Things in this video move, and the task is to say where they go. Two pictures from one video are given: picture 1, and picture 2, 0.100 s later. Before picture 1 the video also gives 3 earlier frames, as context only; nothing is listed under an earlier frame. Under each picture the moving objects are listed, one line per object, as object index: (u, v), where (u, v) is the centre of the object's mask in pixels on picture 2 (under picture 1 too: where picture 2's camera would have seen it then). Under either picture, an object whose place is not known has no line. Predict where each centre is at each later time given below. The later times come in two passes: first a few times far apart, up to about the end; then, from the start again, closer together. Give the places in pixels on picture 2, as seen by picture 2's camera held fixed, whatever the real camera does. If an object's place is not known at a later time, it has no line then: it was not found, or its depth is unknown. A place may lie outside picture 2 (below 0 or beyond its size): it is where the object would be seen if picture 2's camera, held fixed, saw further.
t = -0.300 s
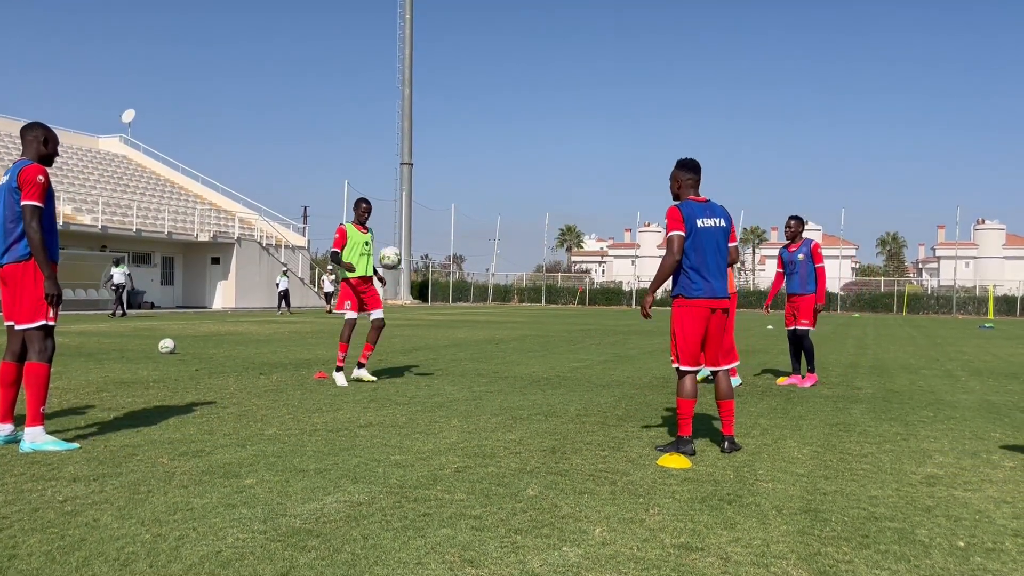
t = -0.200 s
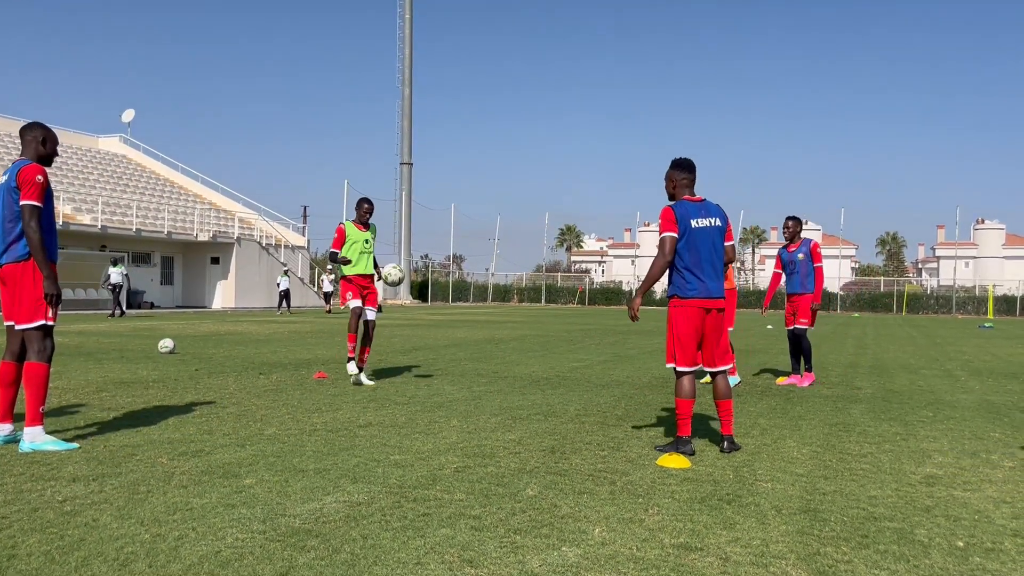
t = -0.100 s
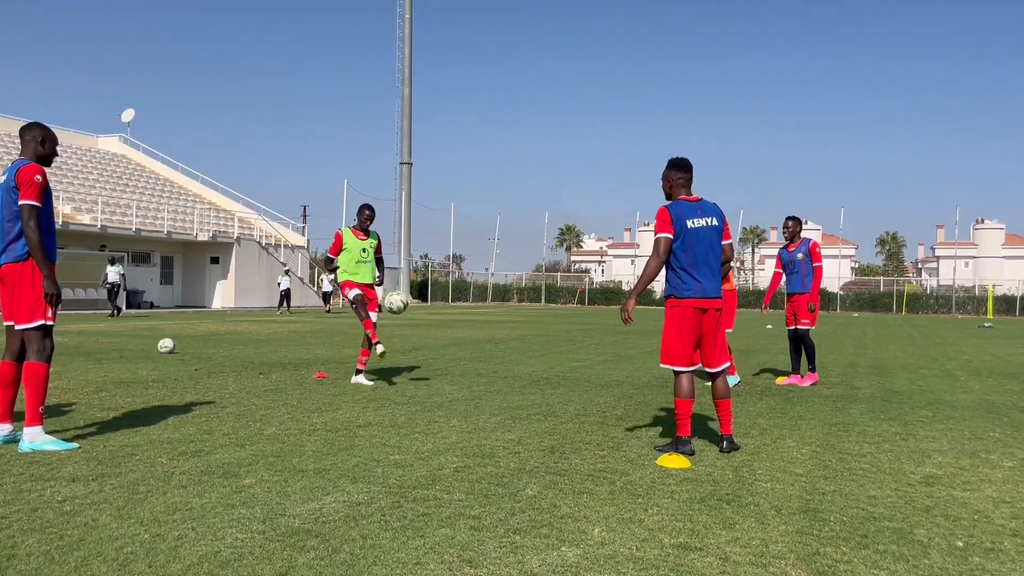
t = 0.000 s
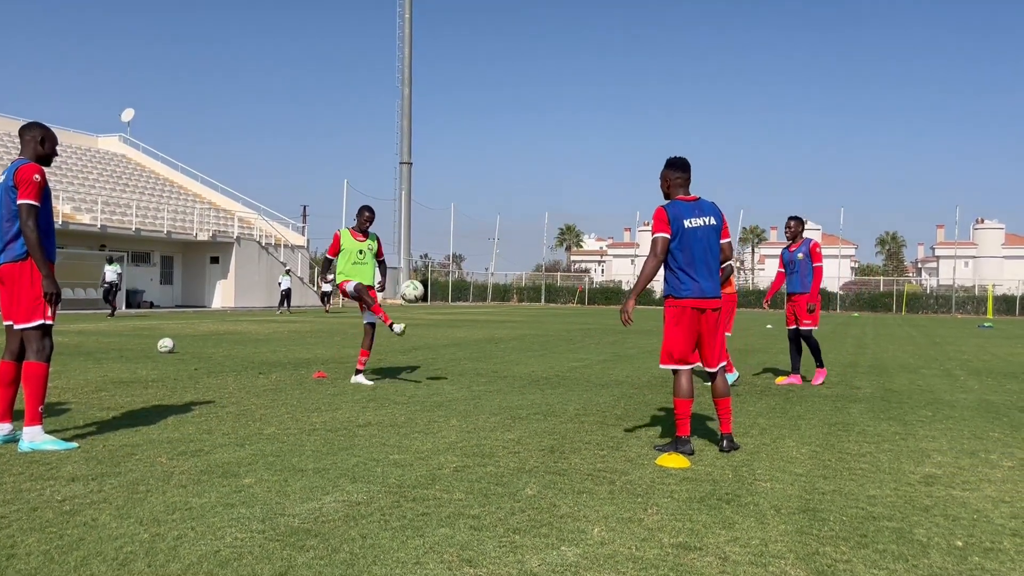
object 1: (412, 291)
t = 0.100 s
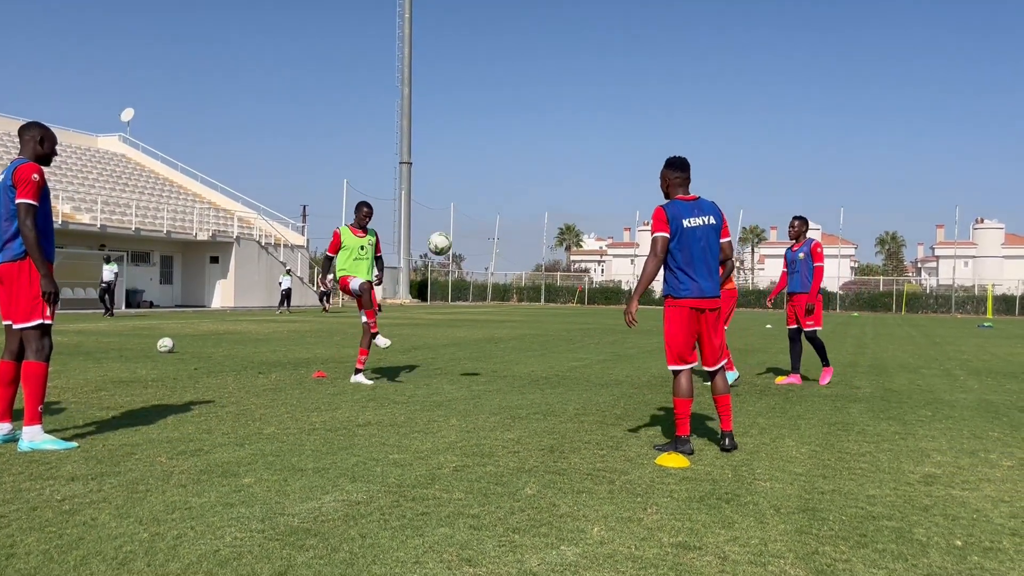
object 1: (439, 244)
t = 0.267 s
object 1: (484, 187)
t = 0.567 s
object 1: (565, 157)
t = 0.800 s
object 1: (628, 200)
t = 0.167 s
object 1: (457, 218)
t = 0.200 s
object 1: (467, 206)
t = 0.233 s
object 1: (475, 196)
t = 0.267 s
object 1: (484, 187)
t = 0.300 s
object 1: (493, 179)
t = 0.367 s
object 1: (512, 165)
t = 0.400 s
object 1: (521, 161)
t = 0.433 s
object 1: (530, 158)
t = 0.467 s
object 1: (539, 156)
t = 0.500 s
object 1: (548, 155)
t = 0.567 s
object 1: (565, 157)
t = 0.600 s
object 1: (574, 159)
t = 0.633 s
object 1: (583, 163)
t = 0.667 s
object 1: (592, 168)
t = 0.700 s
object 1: (601, 174)
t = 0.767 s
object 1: (619, 190)
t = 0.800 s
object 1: (628, 200)
